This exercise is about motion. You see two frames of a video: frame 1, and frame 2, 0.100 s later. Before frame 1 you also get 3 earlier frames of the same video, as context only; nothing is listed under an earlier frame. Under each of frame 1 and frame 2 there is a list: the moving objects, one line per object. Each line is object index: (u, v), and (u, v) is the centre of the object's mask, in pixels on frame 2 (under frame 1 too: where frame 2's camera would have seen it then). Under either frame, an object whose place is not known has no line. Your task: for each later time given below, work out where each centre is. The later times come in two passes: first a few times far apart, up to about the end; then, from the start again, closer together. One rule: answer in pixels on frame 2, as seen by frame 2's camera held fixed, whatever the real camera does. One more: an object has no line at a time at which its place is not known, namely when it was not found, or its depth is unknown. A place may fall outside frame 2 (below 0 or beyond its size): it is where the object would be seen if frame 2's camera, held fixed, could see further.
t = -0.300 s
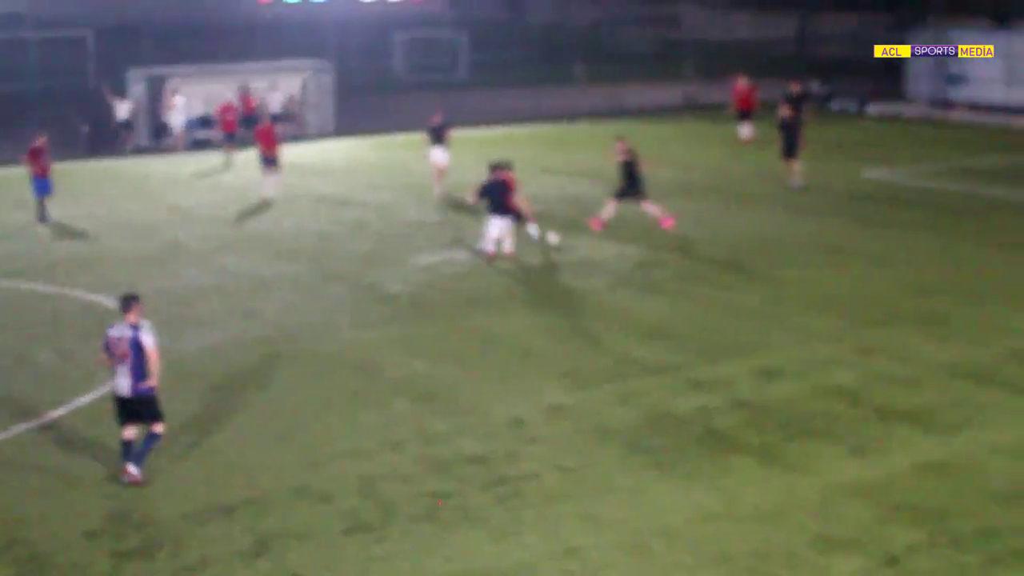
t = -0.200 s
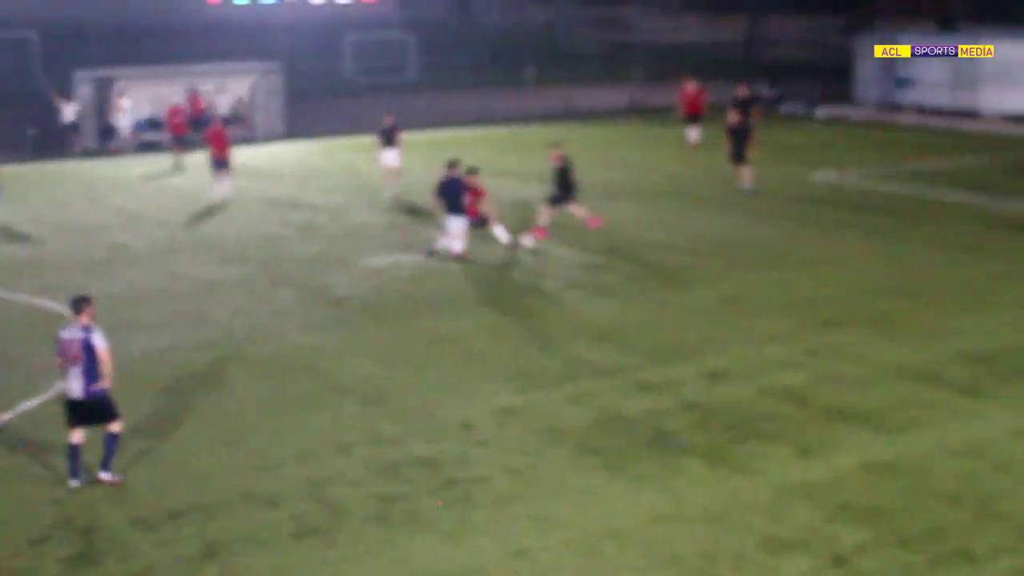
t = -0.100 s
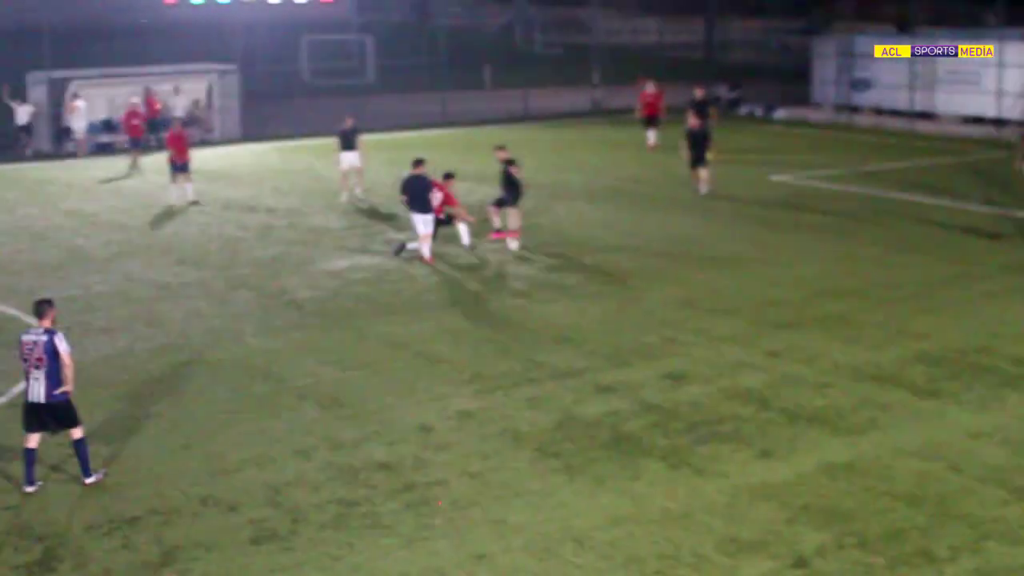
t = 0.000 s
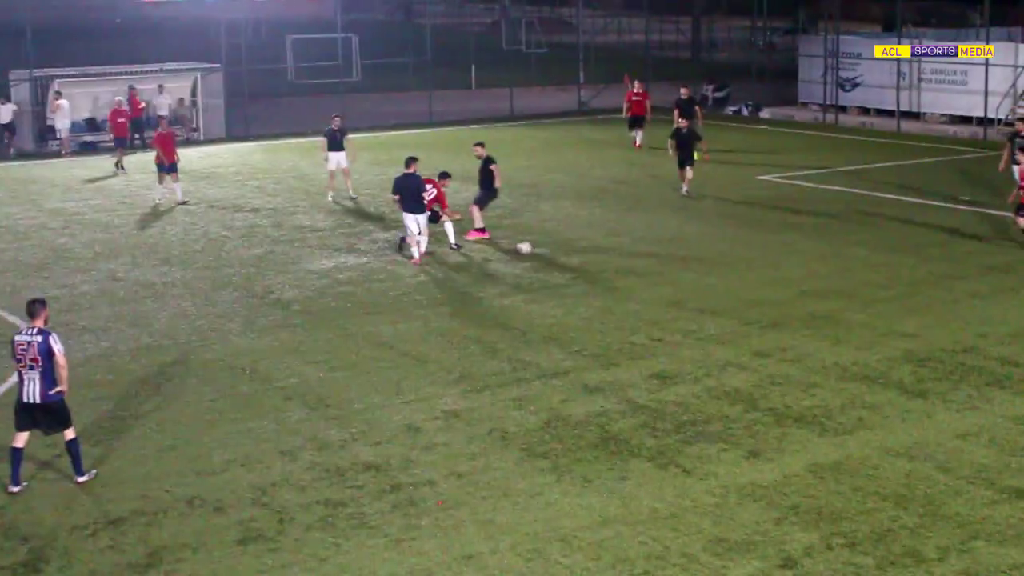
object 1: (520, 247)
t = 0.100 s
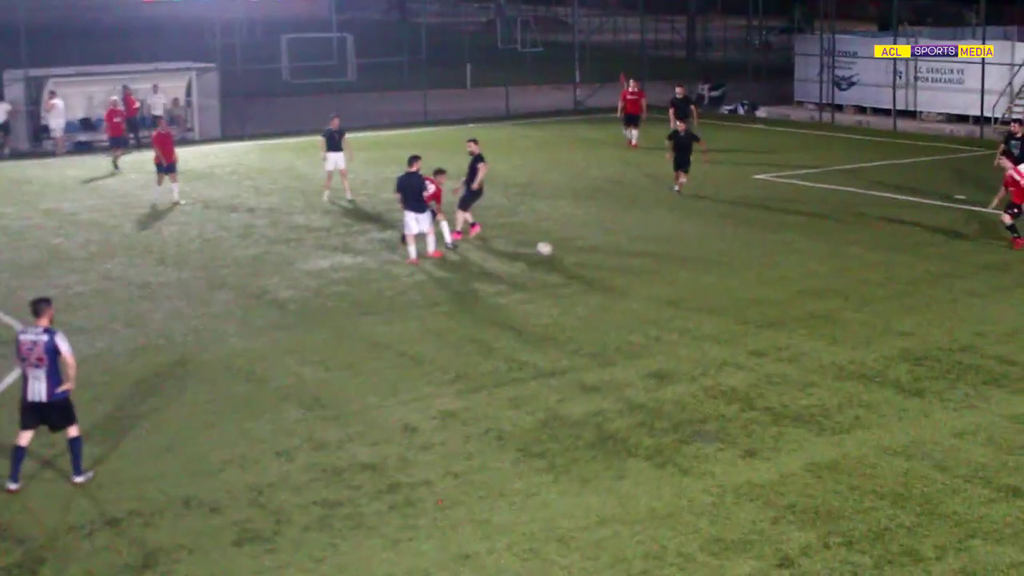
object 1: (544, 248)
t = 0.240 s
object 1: (578, 250)
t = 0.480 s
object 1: (632, 254)
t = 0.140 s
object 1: (555, 248)
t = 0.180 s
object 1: (564, 249)
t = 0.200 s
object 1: (569, 250)
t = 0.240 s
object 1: (578, 250)
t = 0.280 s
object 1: (588, 251)
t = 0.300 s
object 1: (593, 251)
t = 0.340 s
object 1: (602, 252)
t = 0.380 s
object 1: (610, 253)
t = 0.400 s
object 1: (614, 253)
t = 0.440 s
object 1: (624, 254)
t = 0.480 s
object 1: (632, 254)
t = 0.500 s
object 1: (637, 254)
